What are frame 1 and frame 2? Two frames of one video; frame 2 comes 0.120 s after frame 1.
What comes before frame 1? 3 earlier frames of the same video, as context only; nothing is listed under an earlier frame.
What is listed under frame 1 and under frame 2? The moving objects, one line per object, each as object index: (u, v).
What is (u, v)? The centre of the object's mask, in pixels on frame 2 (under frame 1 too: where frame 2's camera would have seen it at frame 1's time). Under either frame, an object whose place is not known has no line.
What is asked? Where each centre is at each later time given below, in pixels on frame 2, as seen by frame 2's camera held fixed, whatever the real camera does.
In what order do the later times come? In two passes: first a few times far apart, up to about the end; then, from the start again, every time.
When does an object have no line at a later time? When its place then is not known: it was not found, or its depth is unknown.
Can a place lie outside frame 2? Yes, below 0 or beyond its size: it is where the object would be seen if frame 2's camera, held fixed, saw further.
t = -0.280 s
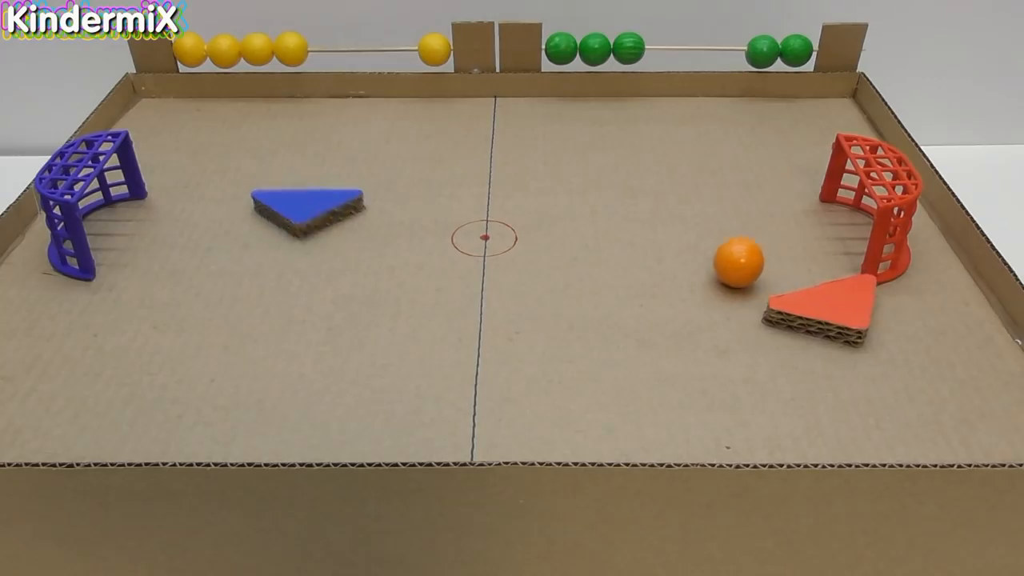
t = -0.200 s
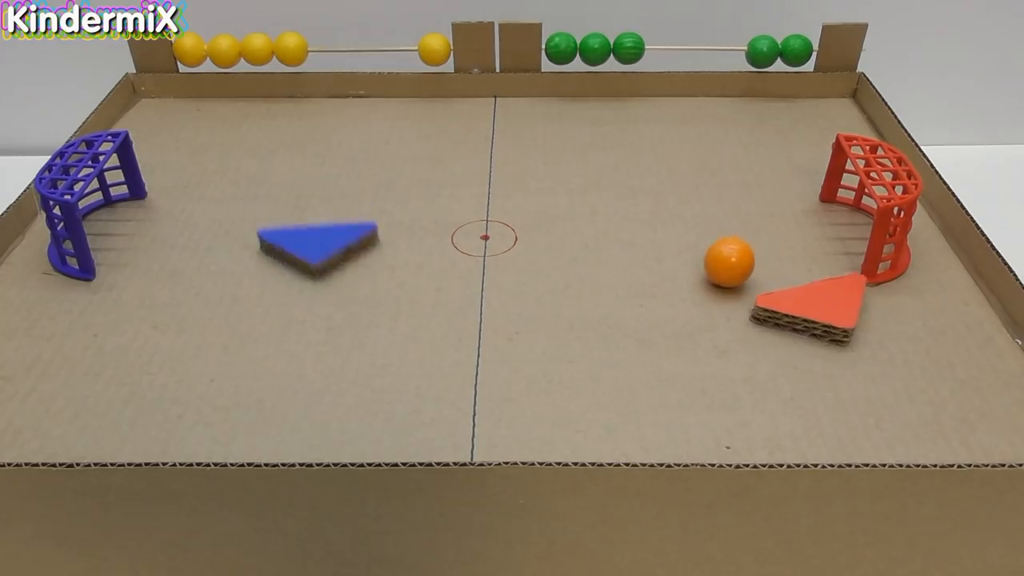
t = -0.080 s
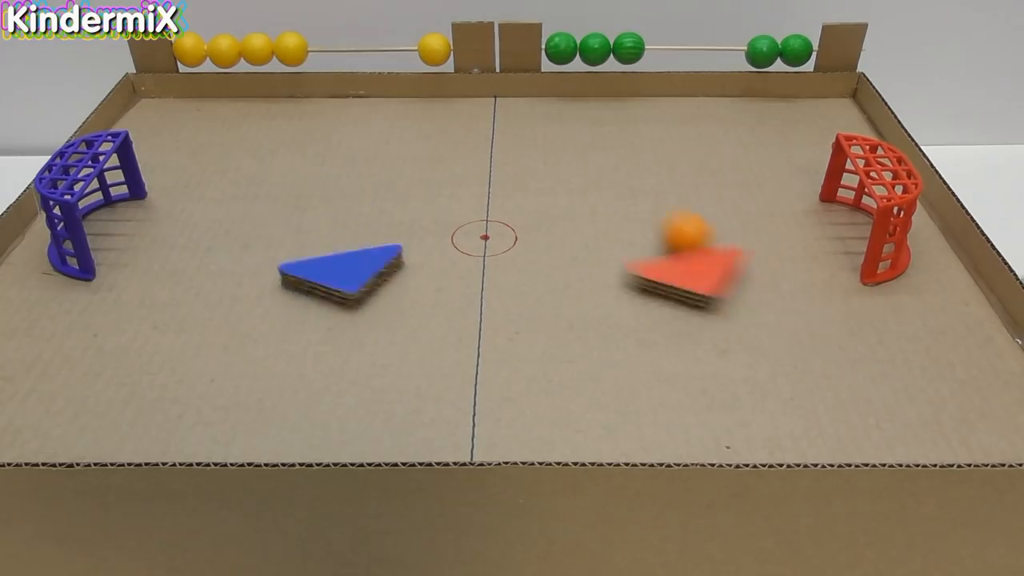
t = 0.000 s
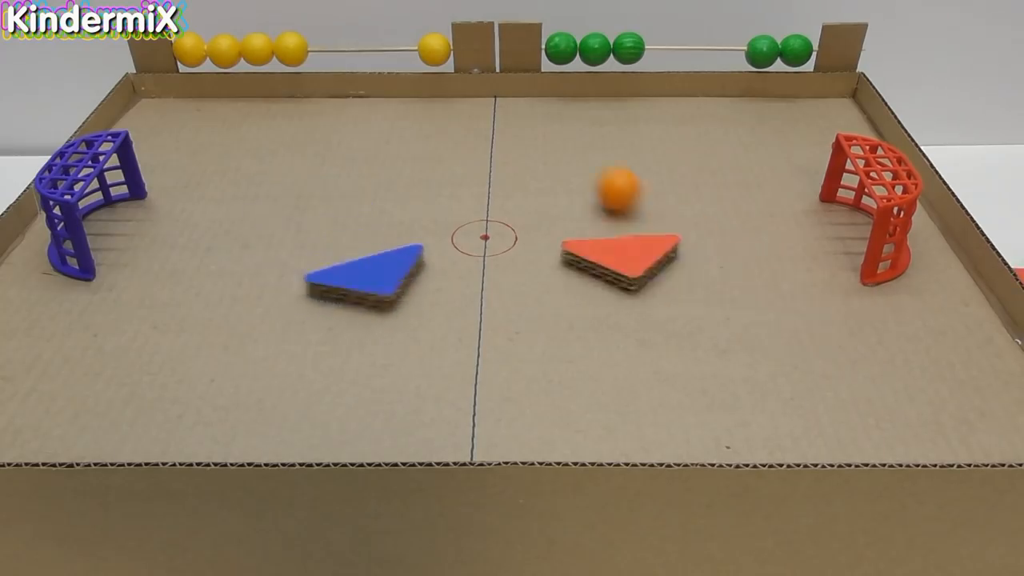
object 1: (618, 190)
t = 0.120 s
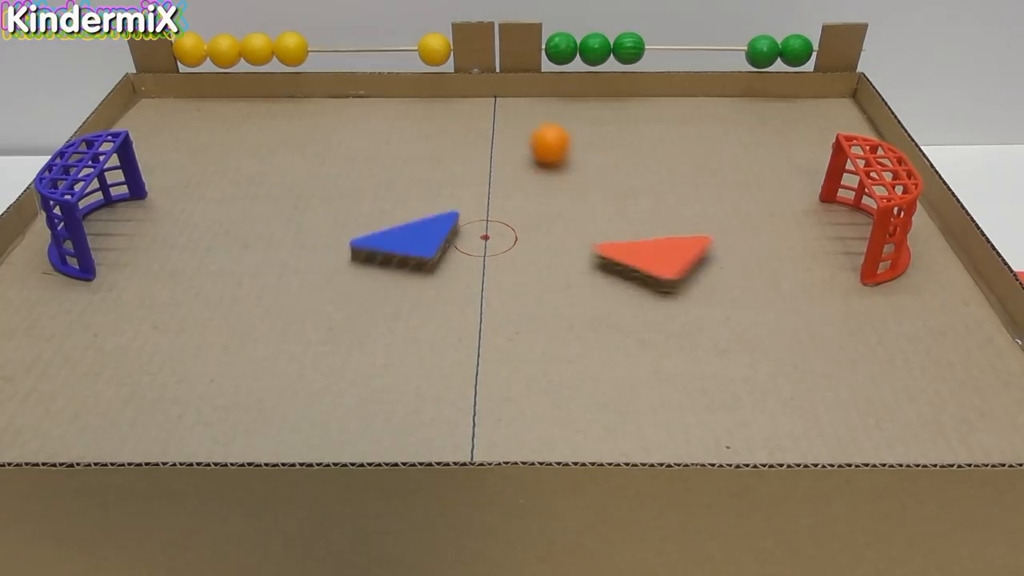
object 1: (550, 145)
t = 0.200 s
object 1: (513, 122)
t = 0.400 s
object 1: (425, 101)
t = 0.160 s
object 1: (530, 133)
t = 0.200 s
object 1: (513, 122)
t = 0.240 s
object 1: (494, 109)
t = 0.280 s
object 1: (477, 99)
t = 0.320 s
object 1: (461, 90)
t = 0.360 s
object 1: (443, 95)
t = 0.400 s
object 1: (425, 101)
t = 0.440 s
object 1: (406, 106)
